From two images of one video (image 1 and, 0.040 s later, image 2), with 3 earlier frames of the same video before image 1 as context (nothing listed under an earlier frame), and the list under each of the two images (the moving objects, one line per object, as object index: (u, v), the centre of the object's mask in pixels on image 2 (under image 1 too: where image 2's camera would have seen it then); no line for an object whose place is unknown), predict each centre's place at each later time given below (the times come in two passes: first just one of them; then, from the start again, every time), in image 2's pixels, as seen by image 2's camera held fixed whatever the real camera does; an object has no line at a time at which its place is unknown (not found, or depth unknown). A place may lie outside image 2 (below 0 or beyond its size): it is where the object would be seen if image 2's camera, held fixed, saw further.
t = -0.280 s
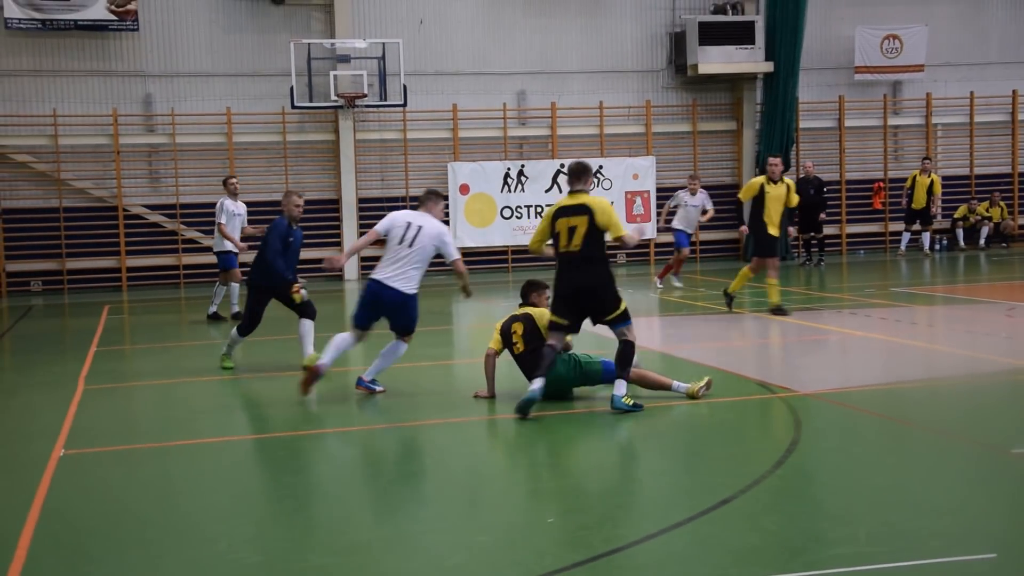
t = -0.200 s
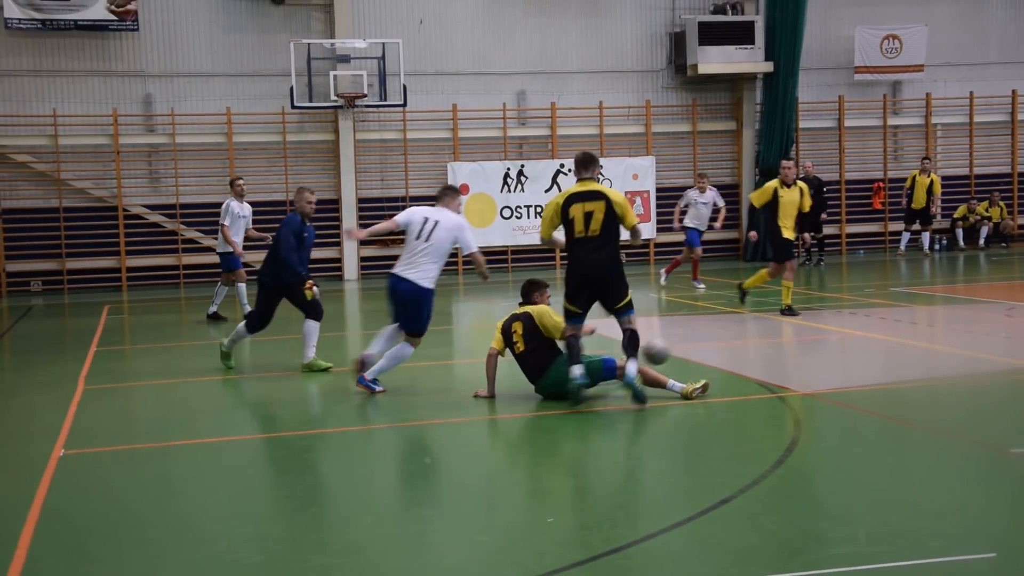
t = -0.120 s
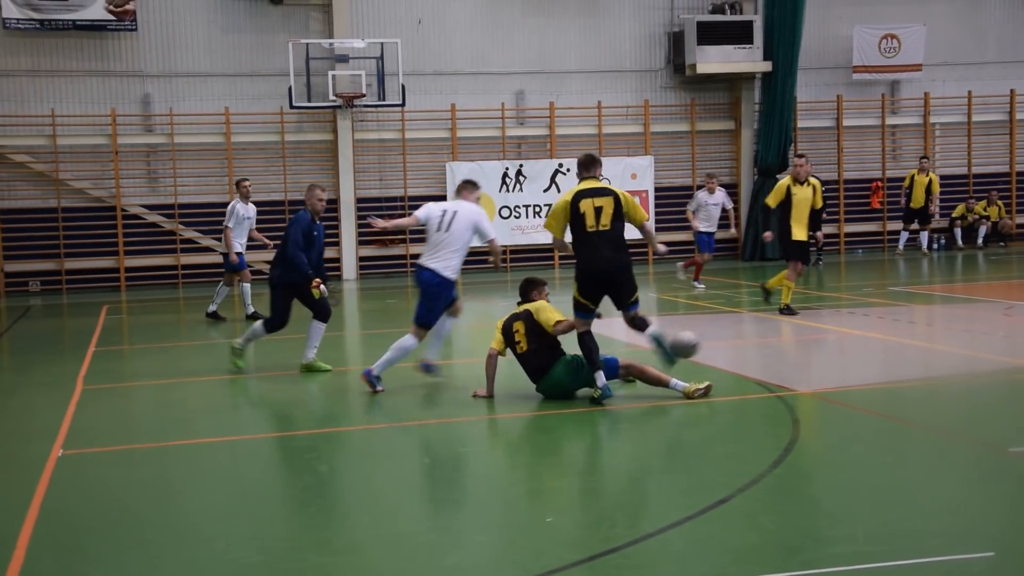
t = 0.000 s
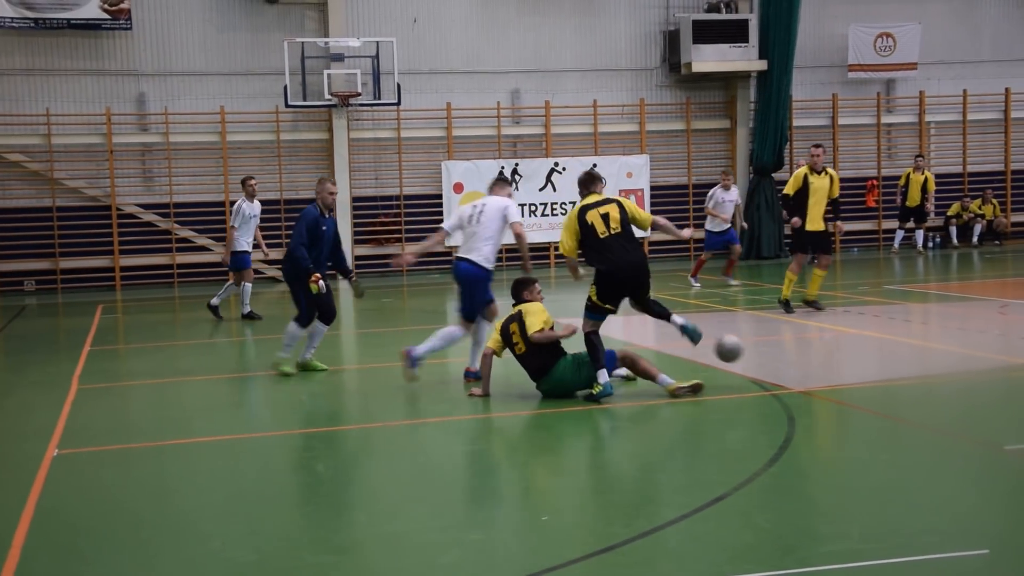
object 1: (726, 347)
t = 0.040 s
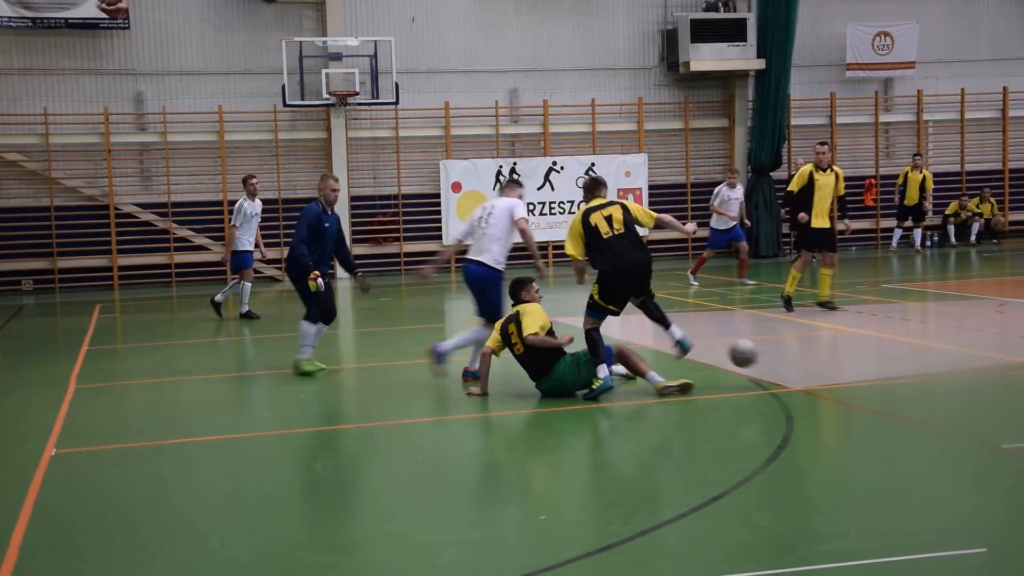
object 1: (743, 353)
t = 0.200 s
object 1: (799, 370)
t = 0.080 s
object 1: (760, 362)
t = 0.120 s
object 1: (777, 373)
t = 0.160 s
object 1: (790, 373)
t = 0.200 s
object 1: (799, 370)
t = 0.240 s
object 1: (808, 368)
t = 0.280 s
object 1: (818, 369)
